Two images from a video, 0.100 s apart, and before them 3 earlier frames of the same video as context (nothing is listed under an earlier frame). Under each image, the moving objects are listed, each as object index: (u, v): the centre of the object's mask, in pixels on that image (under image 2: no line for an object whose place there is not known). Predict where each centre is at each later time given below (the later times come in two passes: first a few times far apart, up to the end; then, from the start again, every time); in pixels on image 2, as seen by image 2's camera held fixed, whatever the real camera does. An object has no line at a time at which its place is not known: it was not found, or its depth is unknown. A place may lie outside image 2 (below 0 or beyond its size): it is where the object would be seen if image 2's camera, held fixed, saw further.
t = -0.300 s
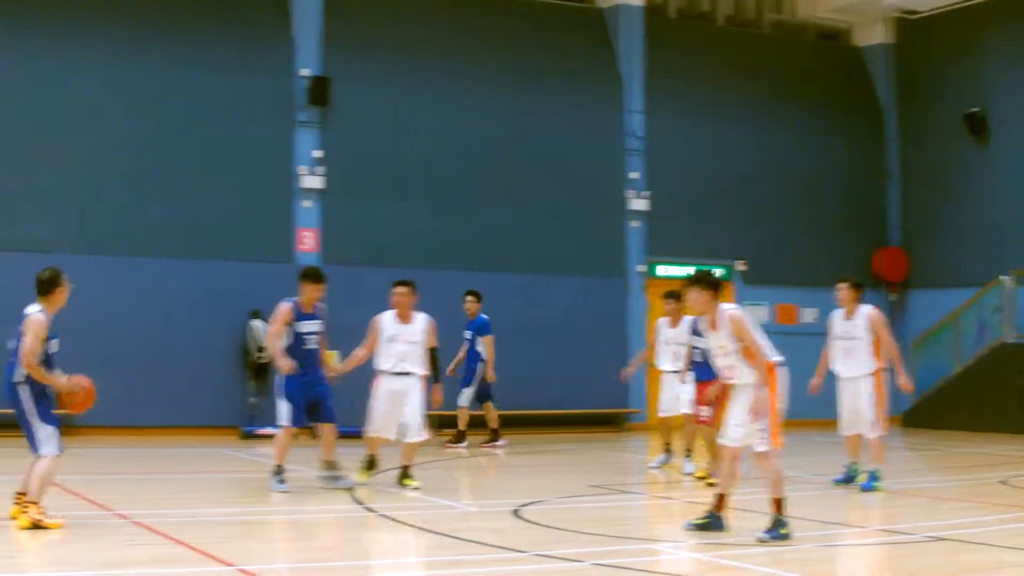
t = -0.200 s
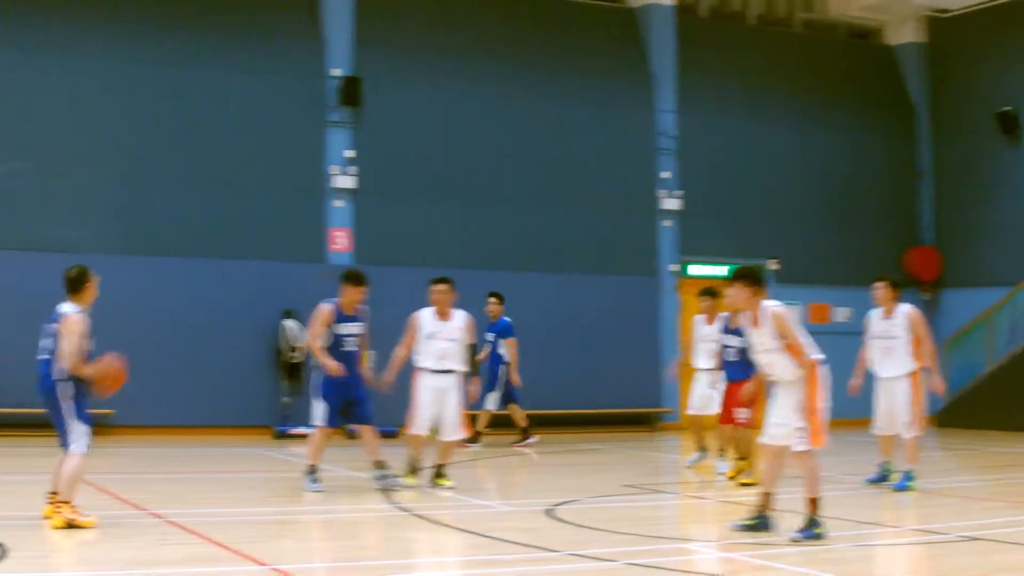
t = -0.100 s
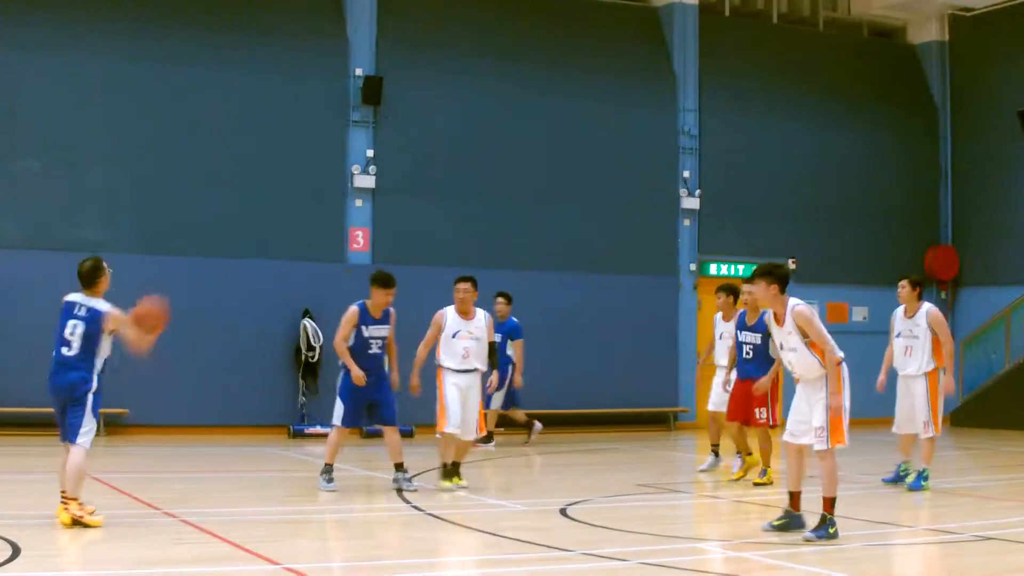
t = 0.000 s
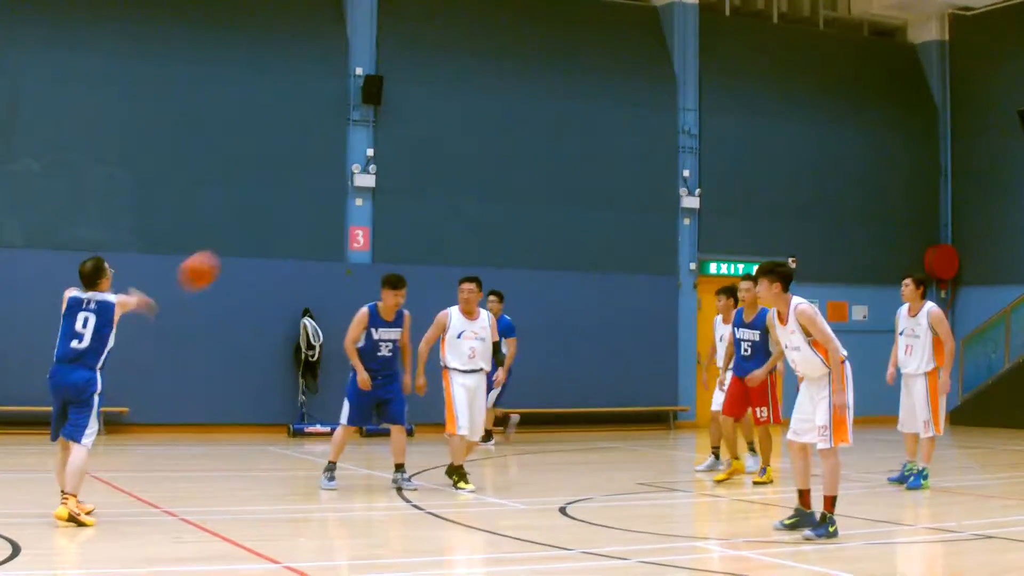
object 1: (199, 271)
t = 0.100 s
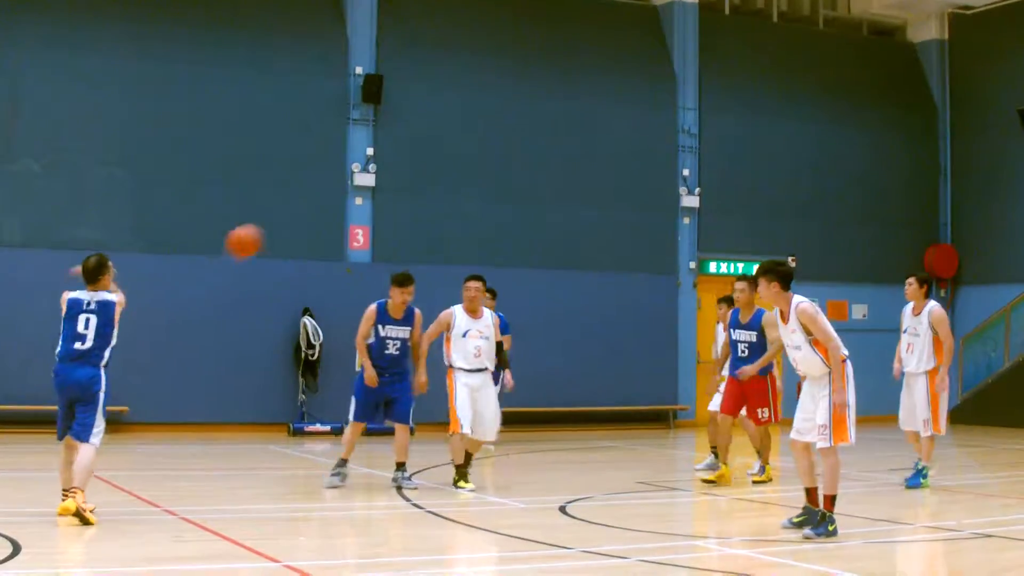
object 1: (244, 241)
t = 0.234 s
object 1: (296, 226)
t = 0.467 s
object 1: (368, 245)
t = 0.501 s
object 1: (376, 251)
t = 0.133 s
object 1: (258, 236)
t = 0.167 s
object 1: (271, 232)
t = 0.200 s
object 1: (285, 228)
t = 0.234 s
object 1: (296, 226)
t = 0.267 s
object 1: (307, 226)
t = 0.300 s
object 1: (319, 227)
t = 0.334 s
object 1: (329, 228)
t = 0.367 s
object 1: (338, 230)
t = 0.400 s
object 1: (347, 234)
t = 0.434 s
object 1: (358, 238)
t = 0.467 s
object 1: (368, 245)
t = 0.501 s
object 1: (376, 251)
